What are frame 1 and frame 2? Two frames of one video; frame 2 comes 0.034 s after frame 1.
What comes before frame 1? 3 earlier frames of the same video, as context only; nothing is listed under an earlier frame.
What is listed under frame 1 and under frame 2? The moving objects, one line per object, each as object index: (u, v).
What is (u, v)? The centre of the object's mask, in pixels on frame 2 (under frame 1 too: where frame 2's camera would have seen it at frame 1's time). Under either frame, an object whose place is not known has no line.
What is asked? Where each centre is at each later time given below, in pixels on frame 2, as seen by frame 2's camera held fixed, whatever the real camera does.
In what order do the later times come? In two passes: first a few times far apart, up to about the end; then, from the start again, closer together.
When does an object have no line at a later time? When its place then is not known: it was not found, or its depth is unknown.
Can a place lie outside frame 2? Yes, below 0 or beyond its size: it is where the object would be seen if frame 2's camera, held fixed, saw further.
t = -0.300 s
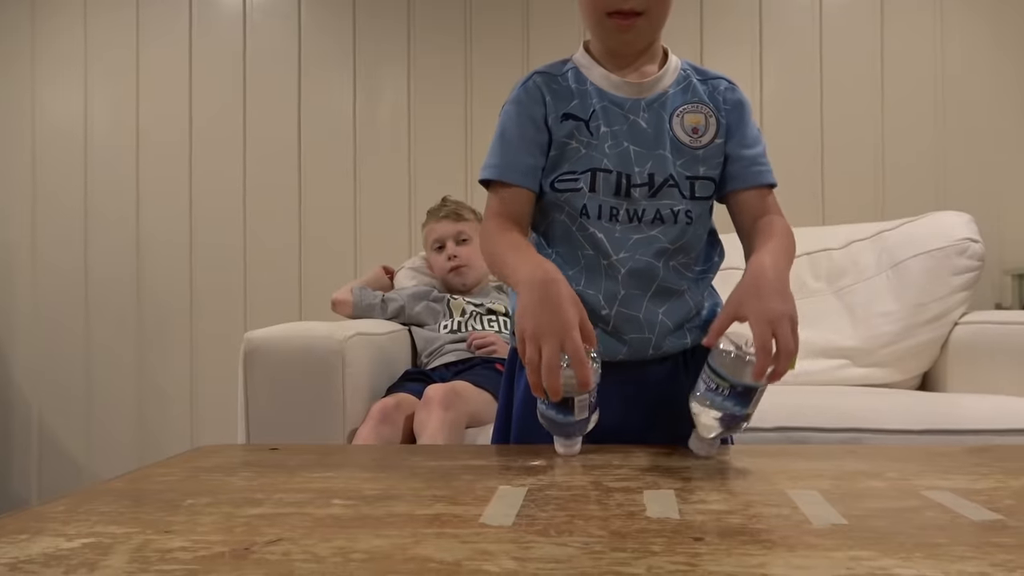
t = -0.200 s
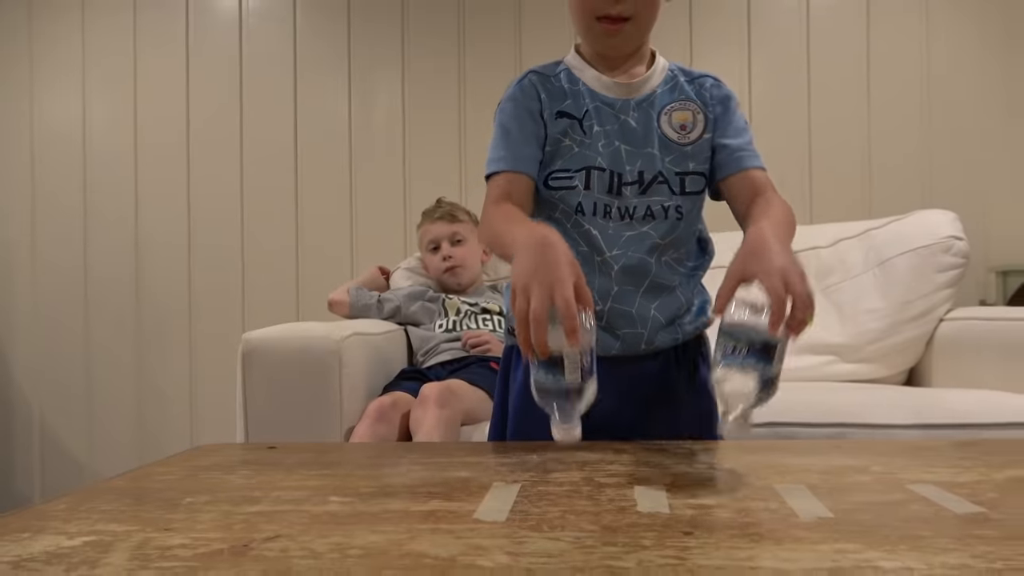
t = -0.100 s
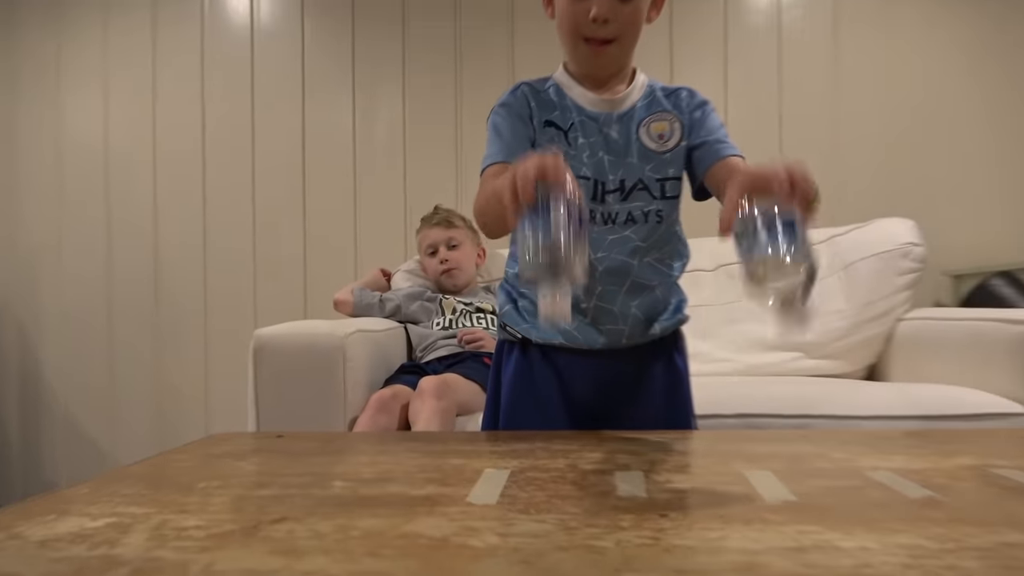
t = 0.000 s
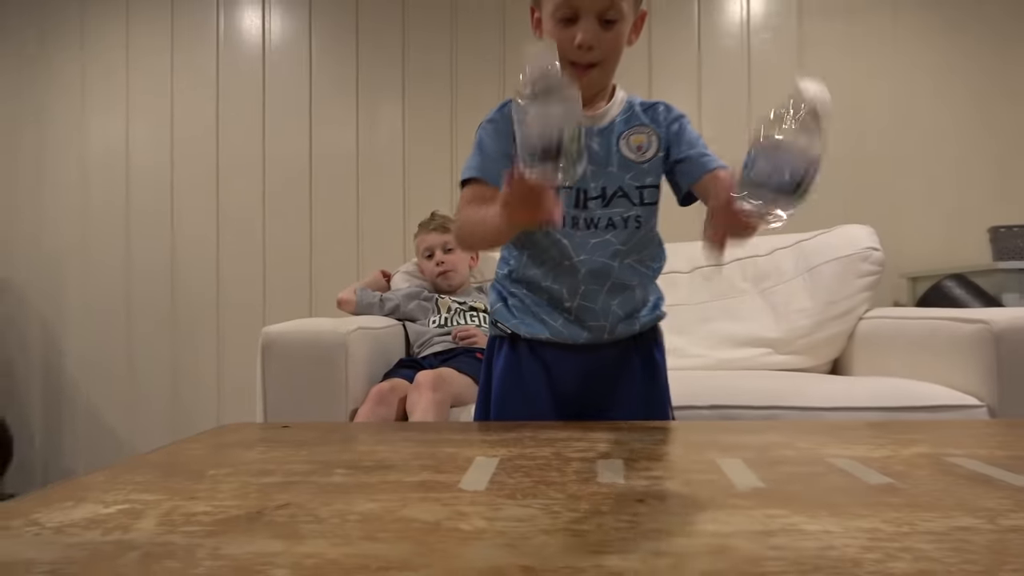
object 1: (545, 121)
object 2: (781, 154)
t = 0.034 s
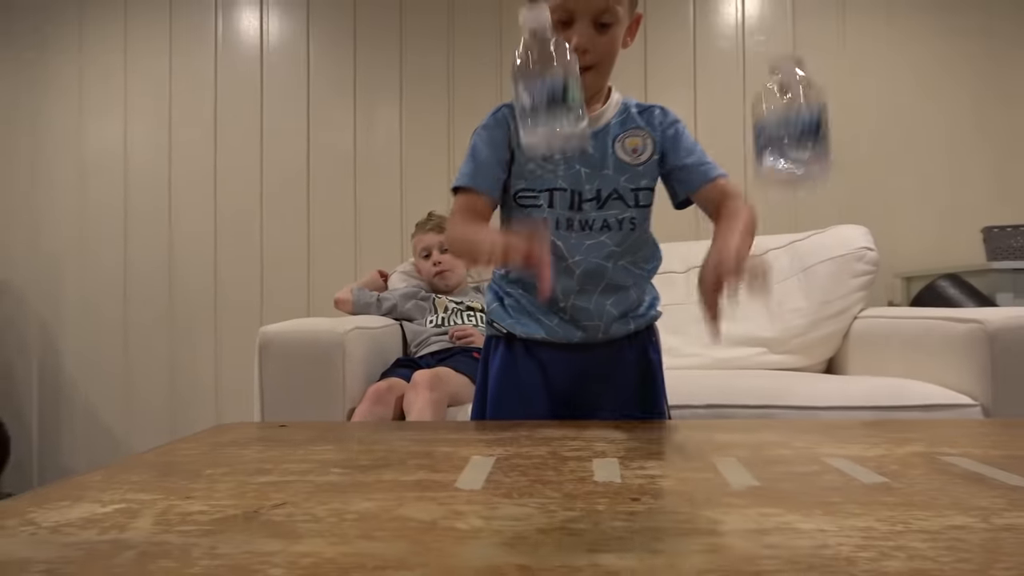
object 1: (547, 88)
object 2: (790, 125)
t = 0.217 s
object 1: (562, 141)
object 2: (854, 189)
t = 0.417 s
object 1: (579, 403)
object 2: (900, 405)
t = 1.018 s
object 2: (893, 403)
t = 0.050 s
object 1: (548, 78)
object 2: (796, 116)
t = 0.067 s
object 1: (550, 71)
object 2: (802, 111)
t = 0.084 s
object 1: (552, 68)
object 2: (811, 110)
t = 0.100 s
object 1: (554, 68)
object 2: (820, 107)
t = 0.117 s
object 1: (556, 68)
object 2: (827, 107)
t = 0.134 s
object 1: (558, 70)
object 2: (834, 109)
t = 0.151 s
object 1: (559, 73)
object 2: (838, 115)
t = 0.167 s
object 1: (559, 81)
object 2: (843, 126)
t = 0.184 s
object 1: (560, 97)
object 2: (844, 144)
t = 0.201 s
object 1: (560, 116)
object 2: (849, 165)
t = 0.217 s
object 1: (562, 141)
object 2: (854, 189)
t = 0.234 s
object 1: (562, 165)
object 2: (859, 223)
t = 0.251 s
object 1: (564, 197)
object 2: (864, 254)
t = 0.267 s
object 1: (566, 230)
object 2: (869, 297)
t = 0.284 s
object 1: (568, 276)
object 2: (875, 346)
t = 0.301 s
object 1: (570, 320)
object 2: (884, 395)
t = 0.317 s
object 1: (572, 364)
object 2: (887, 397)
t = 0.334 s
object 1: (575, 397)
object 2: (889, 403)
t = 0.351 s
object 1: (575, 401)
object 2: (891, 404)
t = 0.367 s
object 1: (577, 402)
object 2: (893, 406)
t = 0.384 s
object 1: (578, 403)
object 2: (895, 406)
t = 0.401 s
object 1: (579, 403)
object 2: (897, 406)
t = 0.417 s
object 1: (579, 403)
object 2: (900, 405)
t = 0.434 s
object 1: (579, 403)
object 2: (900, 405)
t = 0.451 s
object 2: (900, 405)
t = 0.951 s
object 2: (892, 405)
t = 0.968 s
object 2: (892, 405)
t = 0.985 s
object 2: (893, 405)
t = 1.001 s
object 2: (892, 404)
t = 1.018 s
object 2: (893, 403)
